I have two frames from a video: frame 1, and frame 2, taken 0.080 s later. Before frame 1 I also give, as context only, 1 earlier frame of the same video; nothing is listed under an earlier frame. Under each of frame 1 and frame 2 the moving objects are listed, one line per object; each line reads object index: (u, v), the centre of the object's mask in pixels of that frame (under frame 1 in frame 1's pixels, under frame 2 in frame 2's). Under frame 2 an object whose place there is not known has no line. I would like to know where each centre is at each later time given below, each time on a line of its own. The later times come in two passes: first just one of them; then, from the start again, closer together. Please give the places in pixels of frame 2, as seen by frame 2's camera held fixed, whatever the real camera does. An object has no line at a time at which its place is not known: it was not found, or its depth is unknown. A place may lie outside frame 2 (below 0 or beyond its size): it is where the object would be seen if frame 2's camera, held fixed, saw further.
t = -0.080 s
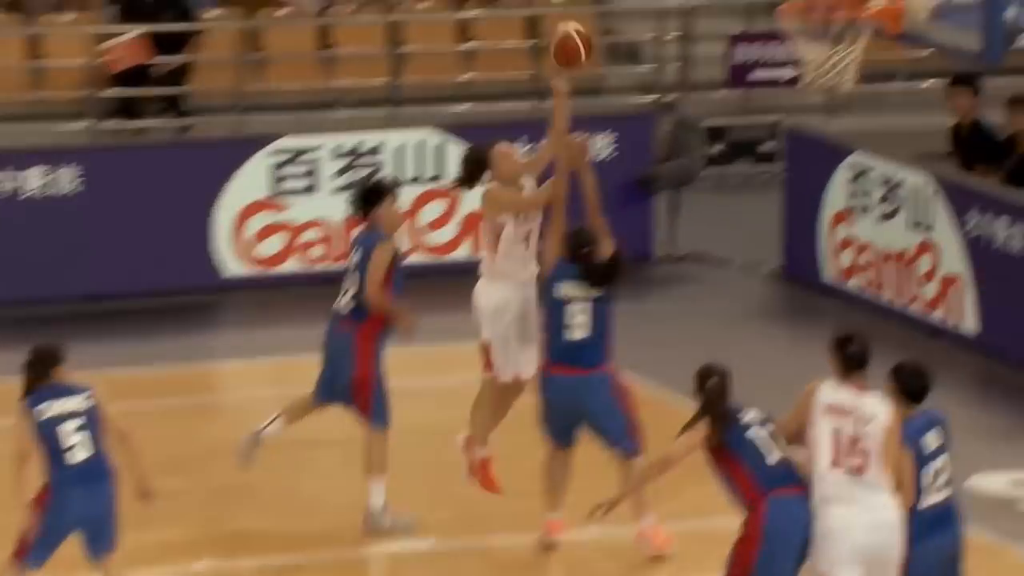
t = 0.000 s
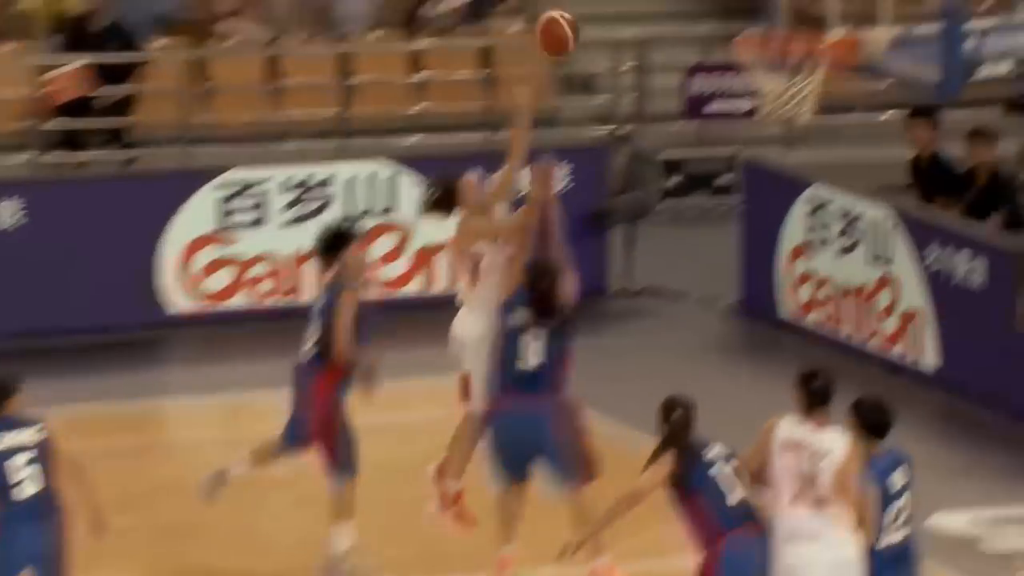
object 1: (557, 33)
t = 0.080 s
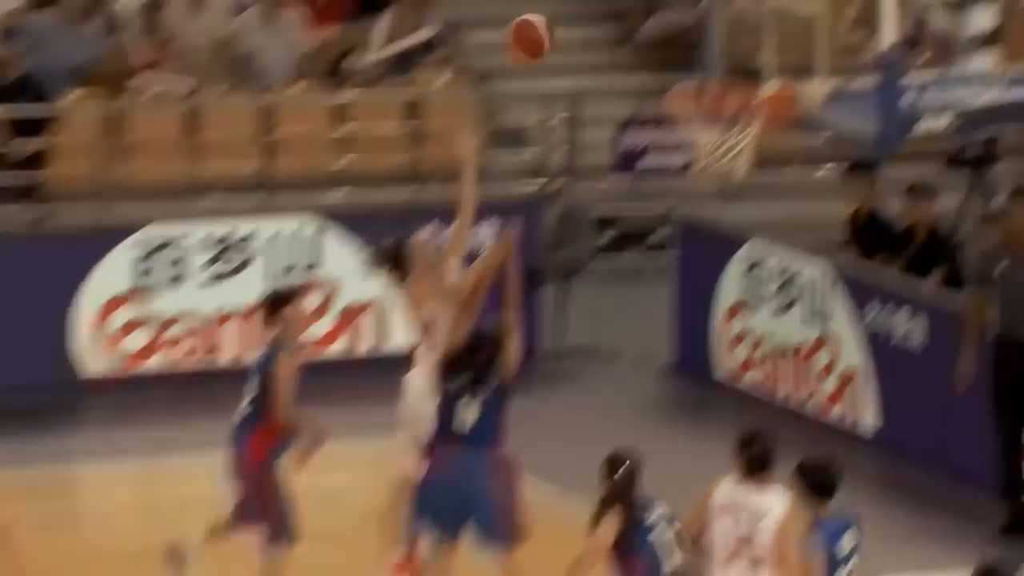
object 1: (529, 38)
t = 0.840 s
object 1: (705, 98)
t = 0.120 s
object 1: (552, 20)
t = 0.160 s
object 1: (575, 2)
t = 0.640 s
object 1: (734, 41)
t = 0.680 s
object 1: (735, 53)
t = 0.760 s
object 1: (721, 83)
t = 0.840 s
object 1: (705, 98)
